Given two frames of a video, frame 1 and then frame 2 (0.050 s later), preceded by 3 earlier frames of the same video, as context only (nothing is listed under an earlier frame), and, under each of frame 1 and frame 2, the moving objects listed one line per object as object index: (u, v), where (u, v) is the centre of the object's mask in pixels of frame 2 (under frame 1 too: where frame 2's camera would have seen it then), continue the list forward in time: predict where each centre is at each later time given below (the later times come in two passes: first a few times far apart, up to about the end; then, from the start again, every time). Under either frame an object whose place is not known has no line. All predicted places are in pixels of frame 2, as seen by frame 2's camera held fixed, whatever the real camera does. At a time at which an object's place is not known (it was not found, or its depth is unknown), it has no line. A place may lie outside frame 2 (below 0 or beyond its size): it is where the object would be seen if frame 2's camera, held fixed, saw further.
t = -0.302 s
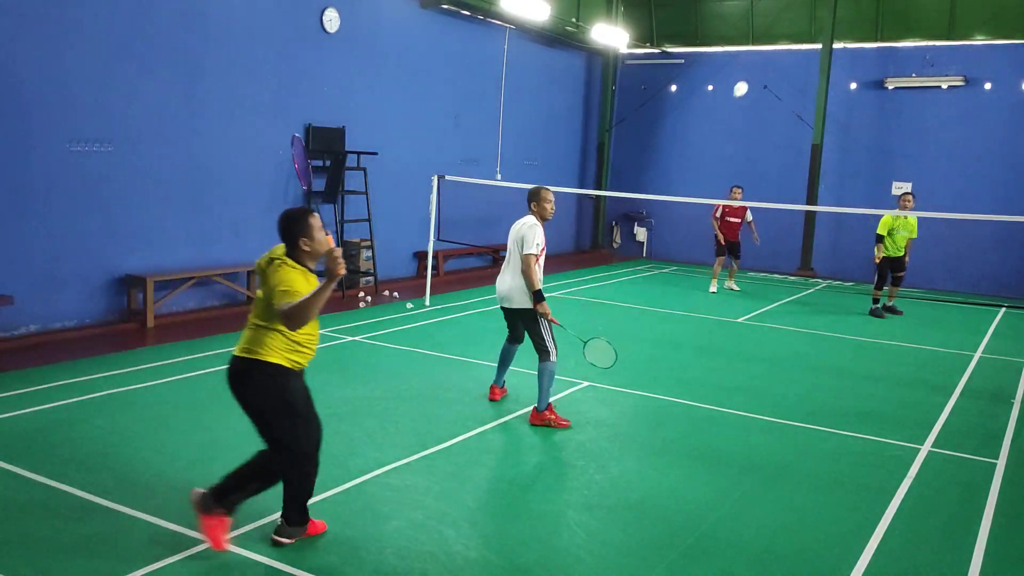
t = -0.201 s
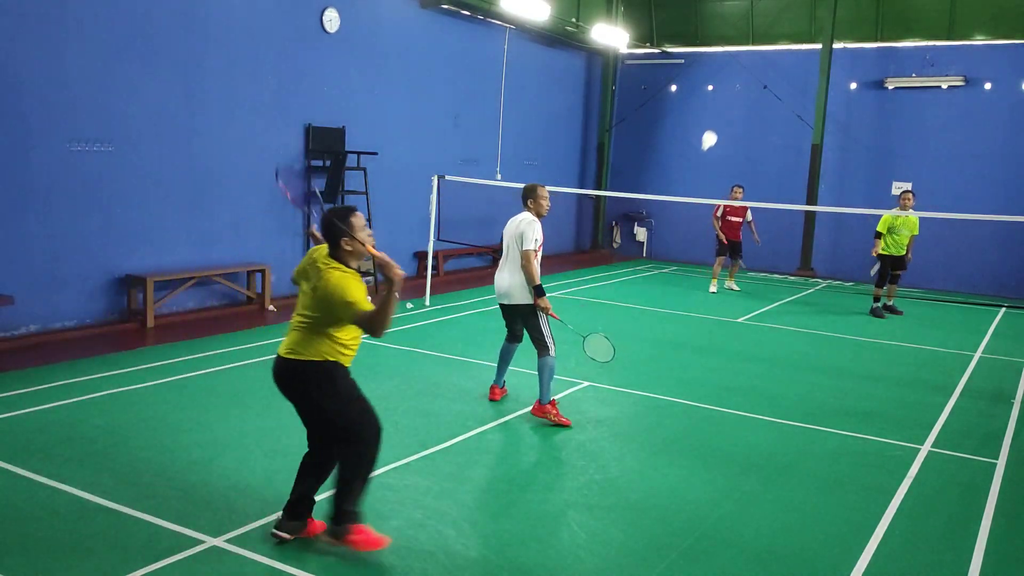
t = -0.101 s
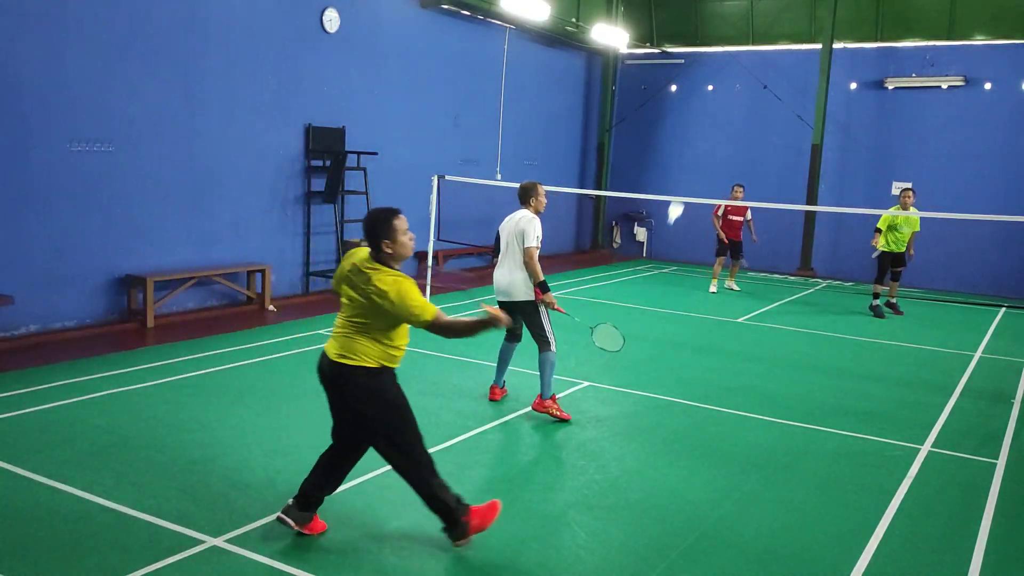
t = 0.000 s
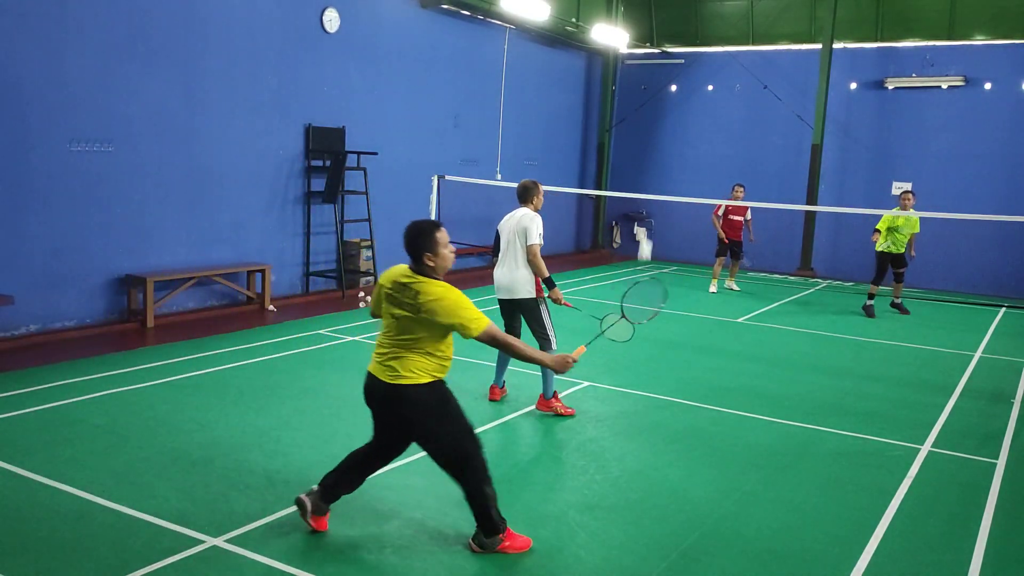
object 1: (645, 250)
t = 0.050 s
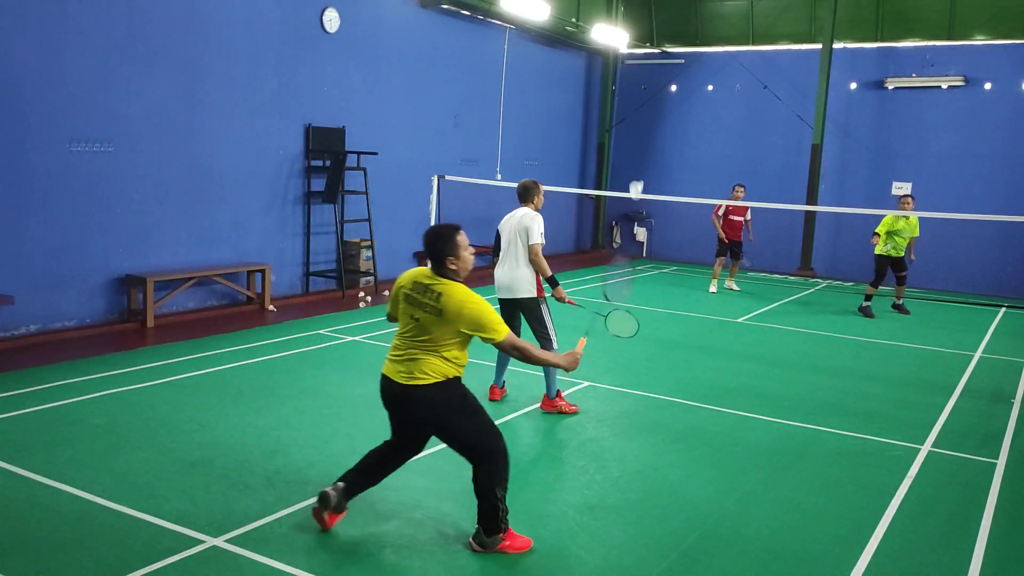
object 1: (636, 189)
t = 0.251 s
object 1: (650, 113)
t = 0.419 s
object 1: (653, 114)
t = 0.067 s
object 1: (637, 176)
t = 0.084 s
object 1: (640, 165)
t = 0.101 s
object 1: (644, 154)
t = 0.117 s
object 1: (646, 145)
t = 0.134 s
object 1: (647, 138)
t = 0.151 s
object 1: (648, 133)
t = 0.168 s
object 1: (648, 128)
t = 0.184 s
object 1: (648, 124)
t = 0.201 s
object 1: (649, 121)
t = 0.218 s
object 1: (649, 118)
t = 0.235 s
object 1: (650, 115)
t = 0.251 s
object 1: (650, 113)
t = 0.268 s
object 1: (650, 111)
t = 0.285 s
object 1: (651, 110)
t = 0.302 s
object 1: (651, 109)
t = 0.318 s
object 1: (651, 109)
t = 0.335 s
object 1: (652, 109)
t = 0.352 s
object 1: (652, 109)
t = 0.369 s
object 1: (652, 110)
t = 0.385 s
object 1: (652, 111)
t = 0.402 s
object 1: (653, 112)
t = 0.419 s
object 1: (653, 114)
